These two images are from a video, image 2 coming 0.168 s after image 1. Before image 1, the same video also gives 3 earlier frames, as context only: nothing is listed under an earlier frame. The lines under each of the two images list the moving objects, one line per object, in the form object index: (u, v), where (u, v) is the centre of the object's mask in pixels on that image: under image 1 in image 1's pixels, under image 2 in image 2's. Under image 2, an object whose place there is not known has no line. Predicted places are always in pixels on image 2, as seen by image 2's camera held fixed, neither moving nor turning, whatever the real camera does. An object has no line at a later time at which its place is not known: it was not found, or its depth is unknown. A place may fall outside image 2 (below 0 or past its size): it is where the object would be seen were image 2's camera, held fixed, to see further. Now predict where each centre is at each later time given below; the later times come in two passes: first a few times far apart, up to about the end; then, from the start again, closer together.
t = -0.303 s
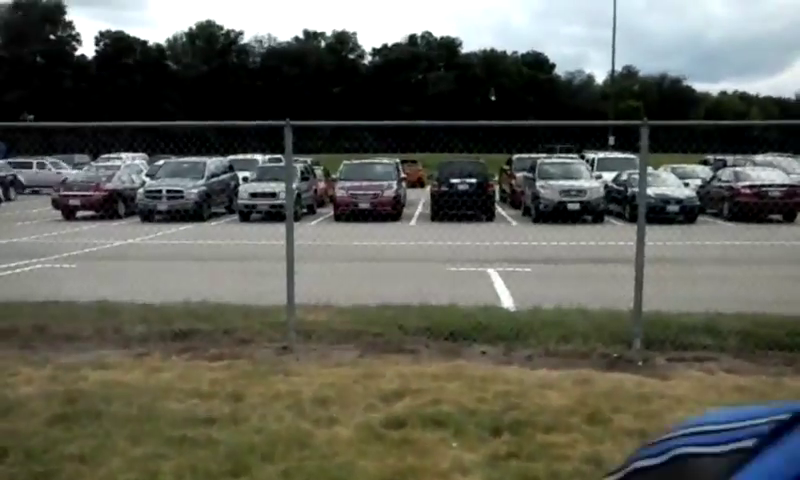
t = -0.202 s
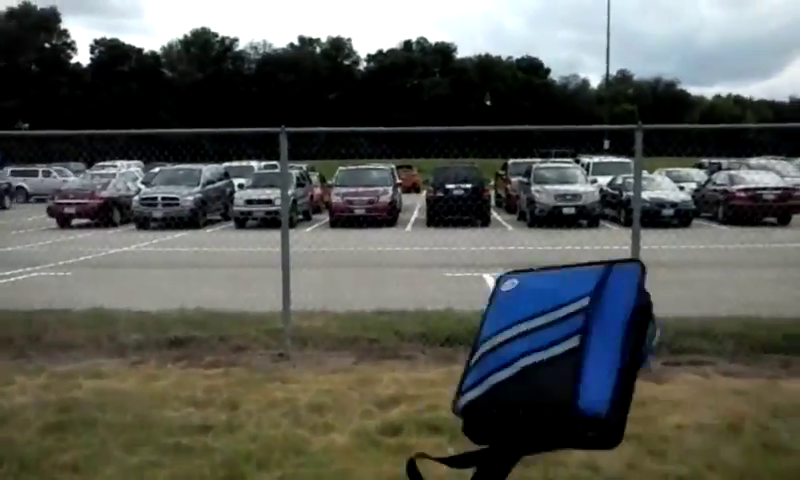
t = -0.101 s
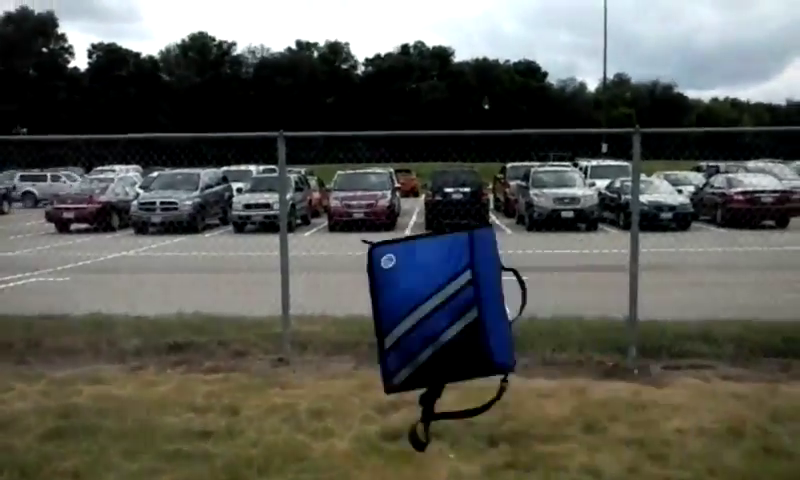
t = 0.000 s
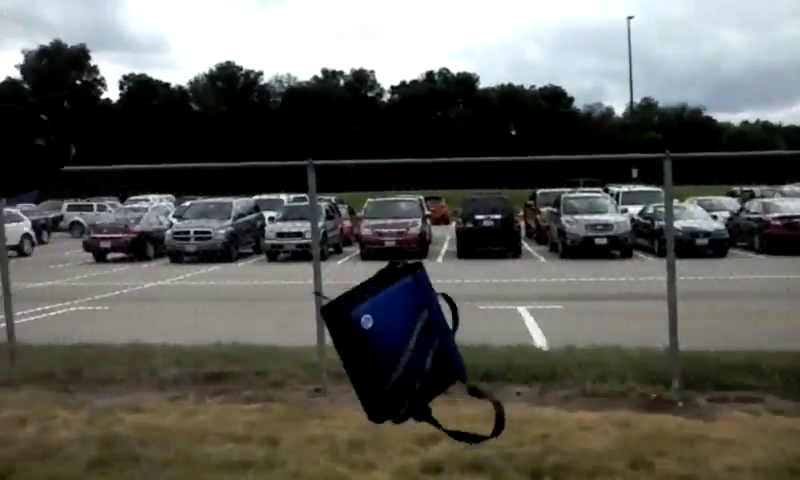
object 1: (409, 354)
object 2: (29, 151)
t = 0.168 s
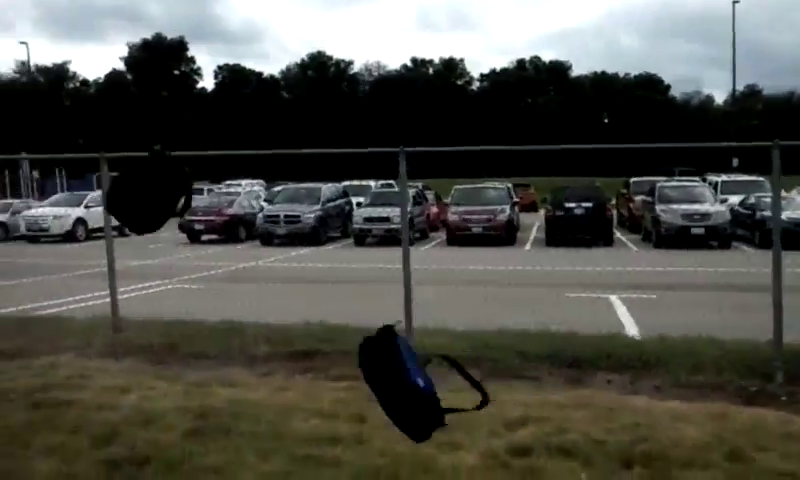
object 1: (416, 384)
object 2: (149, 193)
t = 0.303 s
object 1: (361, 449)
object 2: (172, 245)
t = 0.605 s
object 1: (312, 461)
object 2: (184, 344)
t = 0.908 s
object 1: (333, 464)
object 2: (178, 347)
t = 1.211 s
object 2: (179, 347)
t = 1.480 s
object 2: (180, 347)
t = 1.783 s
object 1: (332, 465)
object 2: (179, 347)
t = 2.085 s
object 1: (332, 465)
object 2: (179, 347)
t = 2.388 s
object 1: (331, 465)
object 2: (179, 347)
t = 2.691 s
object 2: (178, 347)
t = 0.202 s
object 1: (401, 400)
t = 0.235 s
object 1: (389, 417)
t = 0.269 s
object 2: (167, 233)
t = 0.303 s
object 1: (361, 449)
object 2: (172, 245)
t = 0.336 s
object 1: (348, 482)
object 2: (178, 257)
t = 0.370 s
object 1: (333, 490)
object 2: (180, 270)
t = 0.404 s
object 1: (332, 493)
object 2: (183, 285)
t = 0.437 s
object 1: (331, 484)
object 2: (186, 300)
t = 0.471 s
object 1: (326, 477)
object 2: (187, 315)
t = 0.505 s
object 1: (323, 470)
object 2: (185, 333)
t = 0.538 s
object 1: (318, 466)
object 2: (185, 345)
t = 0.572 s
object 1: (314, 463)
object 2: (183, 345)
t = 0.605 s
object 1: (312, 461)
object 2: (184, 344)
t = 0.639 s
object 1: (312, 459)
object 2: (183, 343)
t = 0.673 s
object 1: (314, 457)
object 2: (184, 344)
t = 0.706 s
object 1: (316, 456)
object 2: (183, 344)
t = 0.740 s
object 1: (319, 456)
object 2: (182, 345)
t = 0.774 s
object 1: (323, 456)
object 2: (181, 346)
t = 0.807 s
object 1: (326, 458)
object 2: (179, 347)
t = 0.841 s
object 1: (328, 460)
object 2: (178, 347)
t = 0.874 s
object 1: (331, 462)
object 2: (178, 347)
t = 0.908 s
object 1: (333, 464)
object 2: (178, 347)
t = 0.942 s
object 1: (334, 465)
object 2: (178, 347)
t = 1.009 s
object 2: (179, 347)
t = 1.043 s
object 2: (179, 347)
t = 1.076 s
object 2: (179, 347)
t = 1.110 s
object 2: (179, 347)
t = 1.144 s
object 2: (179, 347)
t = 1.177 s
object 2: (179, 347)
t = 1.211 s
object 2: (179, 347)
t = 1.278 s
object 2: (179, 347)
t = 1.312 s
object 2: (180, 346)
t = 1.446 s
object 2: (180, 347)
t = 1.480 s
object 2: (180, 347)
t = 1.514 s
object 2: (180, 347)
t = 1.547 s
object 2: (180, 347)
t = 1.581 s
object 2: (179, 347)
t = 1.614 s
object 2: (179, 347)
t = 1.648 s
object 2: (178, 347)
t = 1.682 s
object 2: (178, 347)
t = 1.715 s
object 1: (332, 465)
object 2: (178, 347)
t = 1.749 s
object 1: (331, 465)
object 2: (178, 347)
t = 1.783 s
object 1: (332, 465)
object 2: (179, 347)
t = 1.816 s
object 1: (332, 465)
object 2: (179, 347)
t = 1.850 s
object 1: (332, 465)
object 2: (179, 347)
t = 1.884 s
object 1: (332, 465)
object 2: (179, 347)
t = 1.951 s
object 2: (179, 346)
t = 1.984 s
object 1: (332, 465)
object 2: (179, 347)
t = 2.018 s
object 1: (332, 465)
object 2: (179, 347)
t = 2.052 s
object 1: (332, 465)
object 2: (179, 347)
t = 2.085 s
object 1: (332, 465)
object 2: (179, 347)
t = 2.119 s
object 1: (331, 465)
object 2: (179, 347)
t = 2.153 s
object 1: (332, 465)
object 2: (179, 347)
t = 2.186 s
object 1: (331, 465)
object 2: (179, 347)
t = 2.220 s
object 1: (331, 465)
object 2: (179, 347)
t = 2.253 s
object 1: (331, 465)
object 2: (179, 347)
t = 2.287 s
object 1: (331, 465)
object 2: (178, 347)
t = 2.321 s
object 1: (331, 465)
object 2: (179, 347)
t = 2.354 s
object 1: (331, 465)
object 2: (179, 347)
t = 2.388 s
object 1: (331, 465)
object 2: (179, 347)
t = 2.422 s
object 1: (331, 465)
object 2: (178, 347)
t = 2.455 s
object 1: (331, 465)
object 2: (178, 346)
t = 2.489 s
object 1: (331, 465)
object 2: (178, 346)
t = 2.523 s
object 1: (331, 465)
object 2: (178, 346)
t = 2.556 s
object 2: (178, 347)
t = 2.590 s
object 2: (178, 347)
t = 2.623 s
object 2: (178, 347)
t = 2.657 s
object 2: (178, 347)
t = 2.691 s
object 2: (178, 347)
